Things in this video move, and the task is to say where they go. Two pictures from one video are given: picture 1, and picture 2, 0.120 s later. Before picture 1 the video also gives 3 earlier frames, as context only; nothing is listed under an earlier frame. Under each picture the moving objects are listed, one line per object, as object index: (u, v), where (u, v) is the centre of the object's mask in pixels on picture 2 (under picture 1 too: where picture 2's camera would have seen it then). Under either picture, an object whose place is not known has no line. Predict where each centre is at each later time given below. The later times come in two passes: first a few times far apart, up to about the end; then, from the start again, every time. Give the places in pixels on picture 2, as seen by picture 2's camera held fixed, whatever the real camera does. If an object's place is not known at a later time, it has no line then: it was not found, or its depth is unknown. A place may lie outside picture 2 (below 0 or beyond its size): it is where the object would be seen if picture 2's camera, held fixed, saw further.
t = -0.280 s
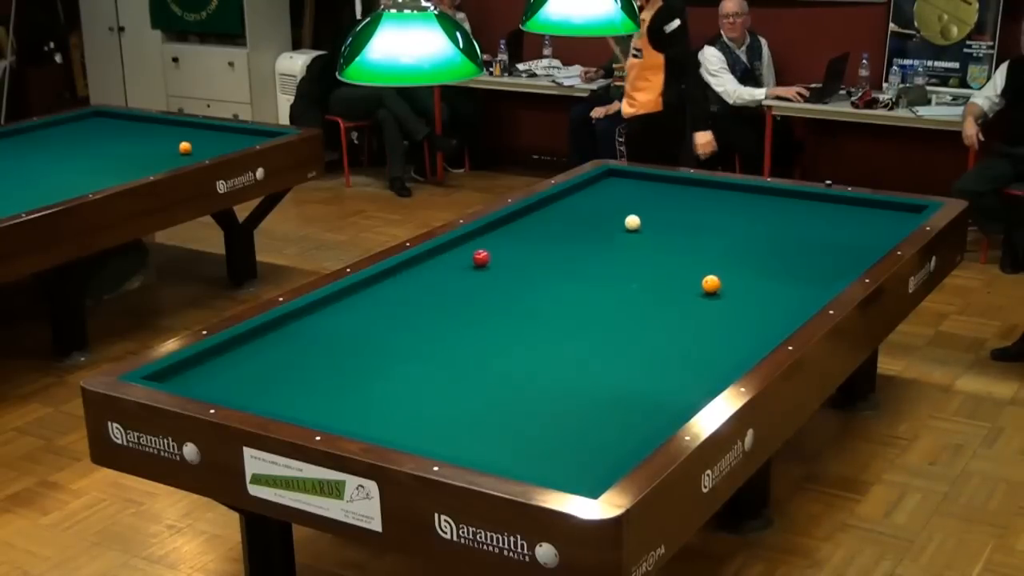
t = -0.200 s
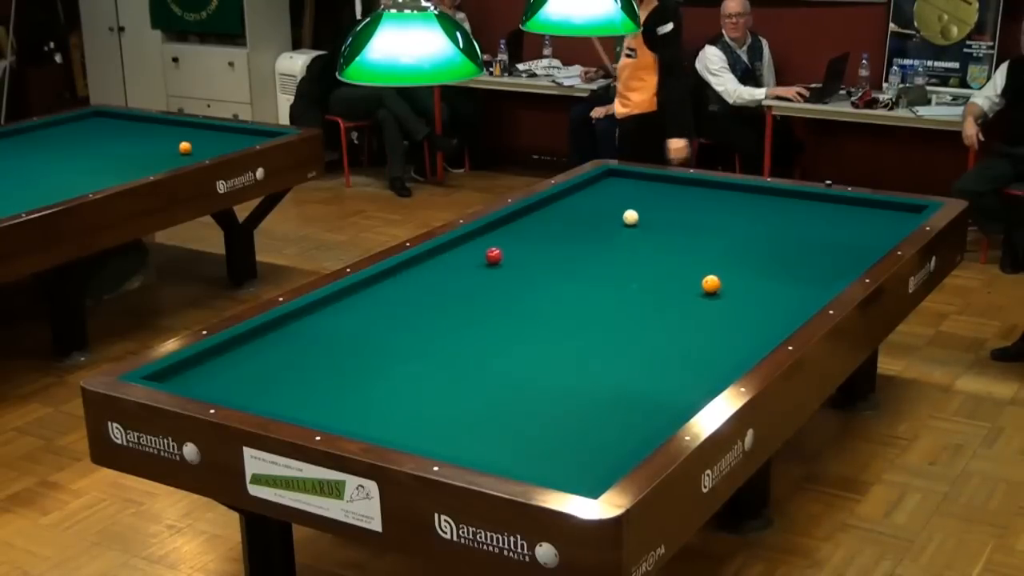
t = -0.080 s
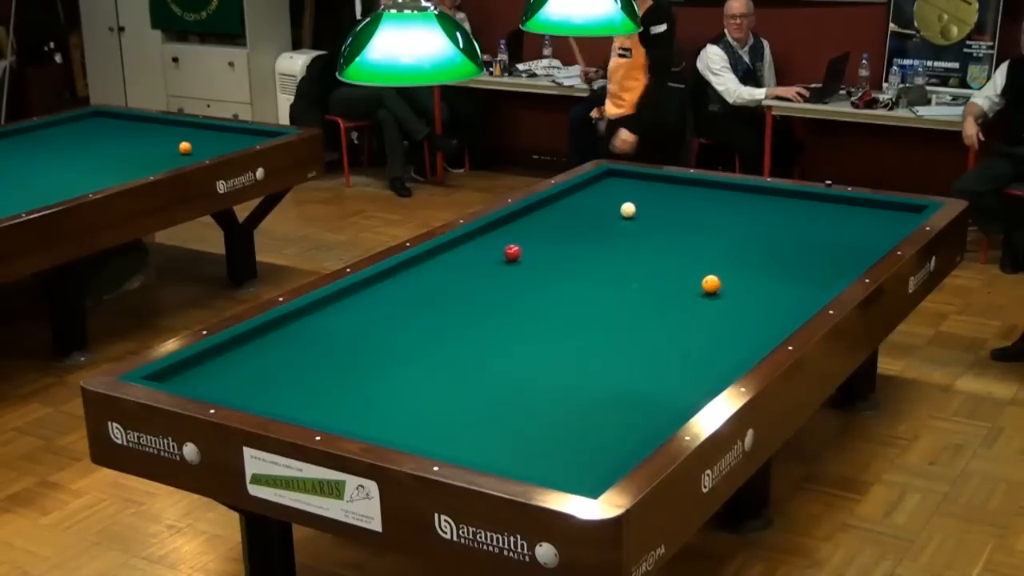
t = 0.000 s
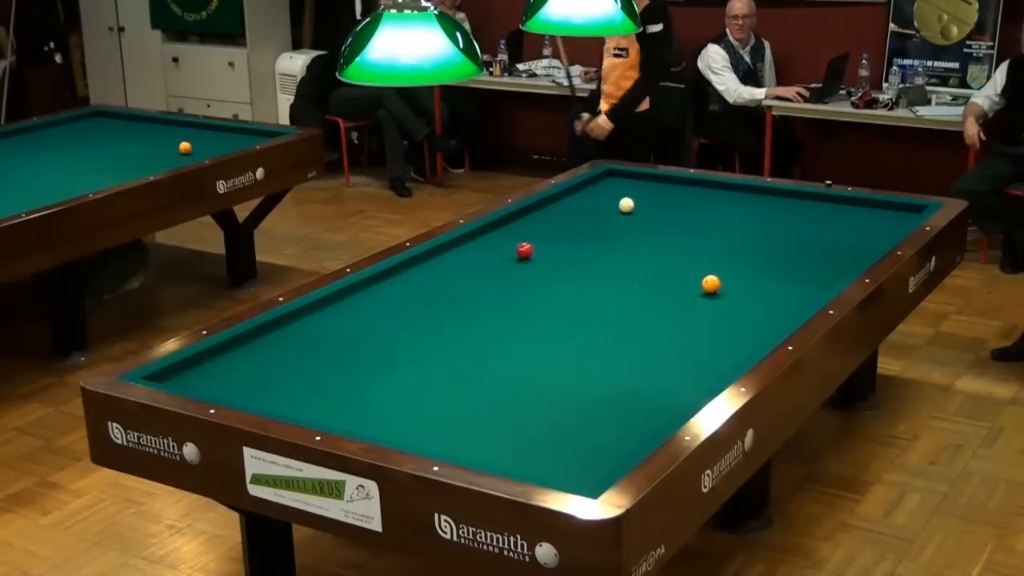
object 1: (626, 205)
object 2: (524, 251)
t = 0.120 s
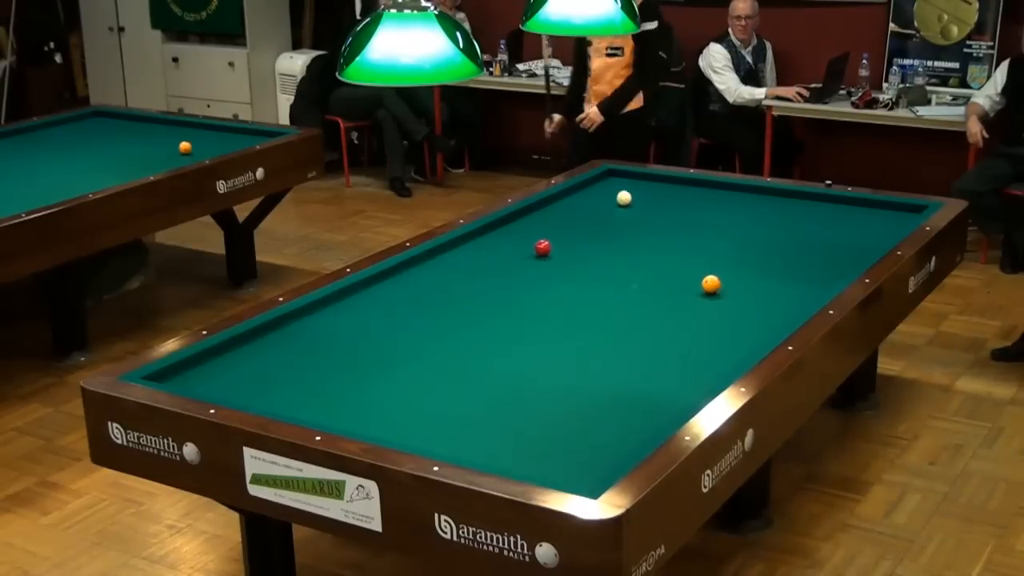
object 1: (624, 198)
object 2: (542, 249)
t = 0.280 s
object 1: (621, 190)
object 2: (566, 244)
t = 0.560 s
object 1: (616, 175)
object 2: (605, 238)
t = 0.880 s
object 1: (616, 179)
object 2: (647, 231)
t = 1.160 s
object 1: (621, 187)
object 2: (682, 225)
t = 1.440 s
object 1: (627, 195)
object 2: (716, 219)
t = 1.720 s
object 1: (633, 203)
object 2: (748, 214)
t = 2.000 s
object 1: (638, 211)
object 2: (778, 209)
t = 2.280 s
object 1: (644, 220)
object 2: (806, 204)
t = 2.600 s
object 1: (651, 229)
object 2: (837, 199)
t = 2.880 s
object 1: (657, 238)
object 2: (849, 204)
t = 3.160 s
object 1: (663, 246)
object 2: (861, 210)
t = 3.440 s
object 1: (669, 255)
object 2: (872, 215)
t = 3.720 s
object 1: (675, 264)
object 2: (883, 221)
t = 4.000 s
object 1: (681, 273)
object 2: (894, 226)
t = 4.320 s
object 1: (687, 283)
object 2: (885, 229)
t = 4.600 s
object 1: (694, 292)
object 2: (874, 231)
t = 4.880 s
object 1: (699, 301)
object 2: (863, 233)
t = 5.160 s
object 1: (705, 310)
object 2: (853, 234)
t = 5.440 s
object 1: (711, 319)
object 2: (843, 236)
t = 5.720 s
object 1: (716, 328)
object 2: (834, 237)
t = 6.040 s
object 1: (723, 338)
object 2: (825, 238)
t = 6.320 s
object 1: (728, 347)
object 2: (818, 239)
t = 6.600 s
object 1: (734, 355)
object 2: (812, 240)
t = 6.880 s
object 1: (728, 360)
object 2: (806, 241)
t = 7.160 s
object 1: (717, 364)
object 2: (802, 242)
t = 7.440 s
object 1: (706, 367)
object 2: (799, 242)
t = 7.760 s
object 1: (695, 370)
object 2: (795, 243)
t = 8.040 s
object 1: (686, 372)
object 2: (793, 243)
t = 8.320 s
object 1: (679, 374)
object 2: (792, 243)
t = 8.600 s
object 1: (672, 376)
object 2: (792, 244)
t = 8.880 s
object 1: (666, 378)
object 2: (792, 244)
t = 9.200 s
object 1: (661, 379)
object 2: (792, 244)
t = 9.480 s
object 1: (657, 380)
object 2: (792, 244)
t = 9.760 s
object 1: (654, 381)
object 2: (792, 244)
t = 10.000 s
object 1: (653, 381)
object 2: (792, 244)
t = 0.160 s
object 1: (623, 196)
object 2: (548, 248)
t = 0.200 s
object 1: (622, 194)
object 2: (554, 246)
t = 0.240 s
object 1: (621, 192)
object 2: (560, 245)
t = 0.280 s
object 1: (621, 190)
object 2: (566, 244)
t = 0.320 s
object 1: (620, 187)
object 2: (571, 243)
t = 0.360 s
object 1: (619, 185)
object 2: (577, 242)
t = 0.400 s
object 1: (618, 183)
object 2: (583, 241)
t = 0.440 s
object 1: (617, 181)
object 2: (588, 240)
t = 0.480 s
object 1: (617, 179)
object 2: (594, 240)
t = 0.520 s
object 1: (616, 177)
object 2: (599, 239)
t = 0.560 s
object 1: (616, 175)
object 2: (605, 238)
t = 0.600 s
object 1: (615, 173)
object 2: (610, 237)
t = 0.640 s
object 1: (613, 172)
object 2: (615, 236)
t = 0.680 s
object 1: (611, 173)
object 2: (621, 235)
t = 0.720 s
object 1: (612, 174)
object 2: (626, 234)
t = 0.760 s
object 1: (613, 175)
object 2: (631, 233)
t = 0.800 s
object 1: (614, 177)
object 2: (637, 232)
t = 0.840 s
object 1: (615, 178)
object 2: (642, 232)
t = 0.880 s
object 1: (616, 179)
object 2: (647, 231)
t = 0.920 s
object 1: (616, 180)
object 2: (652, 230)
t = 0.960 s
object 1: (617, 181)
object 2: (657, 229)
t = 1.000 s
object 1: (618, 182)
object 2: (662, 228)
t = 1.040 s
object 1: (619, 183)
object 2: (667, 227)
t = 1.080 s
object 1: (620, 184)
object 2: (672, 226)
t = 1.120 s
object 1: (620, 186)
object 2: (677, 226)
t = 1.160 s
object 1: (621, 187)
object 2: (682, 225)
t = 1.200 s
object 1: (622, 188)
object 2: (687, 224)
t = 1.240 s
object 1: (623, 189)
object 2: (692, 223)
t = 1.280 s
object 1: (623, 190)
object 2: (697, 222)
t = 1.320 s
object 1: (624, 191)
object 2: (702, 221)
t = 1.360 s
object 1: (625, 193)
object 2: (707, 221)
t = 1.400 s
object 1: (626, 194)
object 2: (711, 220)
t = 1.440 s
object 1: (627, 195)
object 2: (716, 219)
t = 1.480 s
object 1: (628, 196)
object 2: (720, 218)
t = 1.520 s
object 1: (629, 197)
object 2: (725, 218)
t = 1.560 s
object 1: (629, 198)
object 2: (730, 217)
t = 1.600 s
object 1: (630, 200)
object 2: (734, 216)
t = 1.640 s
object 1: (631, 201)
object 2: (739, 215)
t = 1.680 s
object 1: (632, 202)
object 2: (743, 215)
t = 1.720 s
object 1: (633, 203)
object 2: (748, 214)
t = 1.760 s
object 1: (633, 204)
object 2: (752, 213)
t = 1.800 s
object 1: (634, 205)
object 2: (756, 213)
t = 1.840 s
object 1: (635, 207)
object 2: (761, 212)
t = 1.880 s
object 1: (636, 208)
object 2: (765, 211)
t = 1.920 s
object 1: (636, 209)
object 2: (769, 210)
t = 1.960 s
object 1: (637, 210)
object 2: (774, 210)
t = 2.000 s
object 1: (638, 211)
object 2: (778, 209)
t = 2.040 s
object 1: (639, 213)
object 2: (782, 208)
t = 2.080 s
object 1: (640, 214)
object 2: (786, 208)
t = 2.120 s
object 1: (641, 215)
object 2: (790, 207)
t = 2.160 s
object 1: (642, 216)
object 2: (794, 206)
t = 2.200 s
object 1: (643, 217)
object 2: (798, 205)
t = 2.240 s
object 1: (643, 218)
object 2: (802, 205)
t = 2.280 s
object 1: (644, 220)
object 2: (806, 204)
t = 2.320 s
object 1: (645, 221)
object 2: (810, 203)
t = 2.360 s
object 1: (646, 222)
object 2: (814, 202)
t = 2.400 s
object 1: (647, 223)
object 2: (818, 202)
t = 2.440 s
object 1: (648, 224)
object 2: (822, 201)
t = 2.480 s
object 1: (648, 226)
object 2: (826, 201)
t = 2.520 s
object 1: (649, 227)
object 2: (830, 200)
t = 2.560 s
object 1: (650, 228)
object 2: (834, 199)
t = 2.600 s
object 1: (651, 229)
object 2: (837, 199)
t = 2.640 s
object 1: (652, 231)
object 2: (839, 200)
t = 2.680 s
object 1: (653, 232)
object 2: (841, 201)
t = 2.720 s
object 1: (653, 233)
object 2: (842, 201)
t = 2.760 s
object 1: (654, 234)
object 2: (844, 202)
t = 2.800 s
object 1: (655, 235)
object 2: (846, 202)
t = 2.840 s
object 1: (656, 237)
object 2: (847, 203)
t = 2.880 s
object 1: (657, 238)
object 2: (849, 204)
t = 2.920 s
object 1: (658, 239)
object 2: (851, 205)
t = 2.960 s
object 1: (658, 240)
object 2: (853, 206)
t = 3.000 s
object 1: (659, 241)
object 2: (855, 206)
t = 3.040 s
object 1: (660, 243)
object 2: (856, 207)
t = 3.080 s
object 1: (661, 244)
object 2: (857, 208)
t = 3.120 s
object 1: (662, 245)
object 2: (859, 209)
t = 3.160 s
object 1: (663, 246)
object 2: (861, 210)
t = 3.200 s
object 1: (664, 248)
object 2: (862, 210)
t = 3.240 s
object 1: (664, 249)
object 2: (864, 211)
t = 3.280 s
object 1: (665, 250)
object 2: (866, 212)
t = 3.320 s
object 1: (666, 251)
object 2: (867, 213)
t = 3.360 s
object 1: (667, 253)
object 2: (869, 214)
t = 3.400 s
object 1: (668, 254)
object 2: (870, 214)
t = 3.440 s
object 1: (669, 255)
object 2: (872, 215)
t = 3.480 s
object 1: (669, 256)
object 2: (874, 216)
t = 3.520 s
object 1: (670, 258)
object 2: (875, 217)
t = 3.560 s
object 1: (671, 259)
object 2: (877, 218)
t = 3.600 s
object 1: (672, 260)
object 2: (879, 218)
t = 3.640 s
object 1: (673, 261)
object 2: (880, 219)
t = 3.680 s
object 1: (674, 263)
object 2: (882, 220)
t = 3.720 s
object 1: (675, 264)
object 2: (883, 221)
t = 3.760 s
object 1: (676, 265)
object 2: (885, 221)
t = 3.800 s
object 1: (677, 267)
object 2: (887, 222)
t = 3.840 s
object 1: (677, 268)
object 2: (888, 223)
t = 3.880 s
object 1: (678, 269)
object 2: (890, 224)
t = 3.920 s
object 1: (679, 271)
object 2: (891, 225)
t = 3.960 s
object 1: (680, 272)
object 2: (893, 225)
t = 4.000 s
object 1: (681, 273)
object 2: (894, 226)
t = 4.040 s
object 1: (681, 274)
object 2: (895, 226)
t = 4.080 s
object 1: (682, 276)
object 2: (895, 227)
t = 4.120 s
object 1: (683, 277)
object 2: (894, 227)
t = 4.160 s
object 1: (684, 278)
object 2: (892, 228)
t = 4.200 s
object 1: (685, 279)
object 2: (890, 228)
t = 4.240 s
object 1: (686, 281)
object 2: (889, 229)
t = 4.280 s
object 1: (687, 282)
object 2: (887, 229)
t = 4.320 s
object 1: (687, 283)
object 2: (885, 229)
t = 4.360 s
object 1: (688, 285)
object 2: (884, 229)
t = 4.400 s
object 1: (689, 286)
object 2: (882, 230)
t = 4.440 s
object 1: (690, 287)
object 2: (880, 230)
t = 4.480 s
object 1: (691, 288)
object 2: (879, 230)
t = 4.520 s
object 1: (692, 290)
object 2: (877, 231)
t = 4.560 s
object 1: (693, 291)
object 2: (876, 231)
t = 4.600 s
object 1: (694, 292)
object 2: (874, 231)
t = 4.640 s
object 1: (694, 294)
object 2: (872, 231)
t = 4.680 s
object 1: (695, 295)
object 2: (871, 232)
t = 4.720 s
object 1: (696, 296)
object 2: (869, 232)
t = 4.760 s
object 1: (697, 297)
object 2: (868, 232)
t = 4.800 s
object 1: (697, 299)
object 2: (866, 232)
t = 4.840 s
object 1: (698, 300)
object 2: (864, 232)
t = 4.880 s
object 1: (699, 301)
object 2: (863, 233)
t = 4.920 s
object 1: (700, 303)
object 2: (861, 233)
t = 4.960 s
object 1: (701, 304)
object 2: (860, 233)
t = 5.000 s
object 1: (702, 305)
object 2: (858, 233)
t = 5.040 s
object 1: (703, 306)
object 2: (857, 233)
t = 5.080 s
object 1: (703, 307)
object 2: (855, 234)
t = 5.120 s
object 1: (704, 309)
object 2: (854, 234)
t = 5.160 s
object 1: (705, 310)
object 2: (853, 234)
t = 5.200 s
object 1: (706, 312)
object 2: (851, 234)
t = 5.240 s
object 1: (707, 313)
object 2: (850, 234)
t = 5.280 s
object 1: (708, 314)
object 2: (848, 235)
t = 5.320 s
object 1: (708, 316)
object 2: (847, 235)
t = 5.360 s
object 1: (709, 317)
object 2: (846, 235)
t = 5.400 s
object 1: (710, 318)
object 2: (844, 235)
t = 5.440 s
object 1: (711, 319)
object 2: (843, 236)
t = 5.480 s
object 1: (711, 320)
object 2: (842, 236)
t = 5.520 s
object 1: (712, 322)
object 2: (840, 236)
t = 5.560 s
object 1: (713, 323)
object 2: (839, 236)
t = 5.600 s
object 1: (714, 324)
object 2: (838, 236)
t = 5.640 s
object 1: (715, 325)
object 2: (836, 237)
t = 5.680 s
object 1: (715, 327)
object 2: (835, 237)
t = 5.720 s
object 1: (716, 328)
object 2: (834, 237)
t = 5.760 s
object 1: (717, 329)
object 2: (833, 237)
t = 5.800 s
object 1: (718, 331)
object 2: (832, 237)
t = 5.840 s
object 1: (719, 332)
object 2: (831, 238)
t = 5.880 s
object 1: (719, 333)
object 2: (830, 238)
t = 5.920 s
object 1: (720, 334)
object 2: (829, 238)
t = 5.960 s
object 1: (721, 336)
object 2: (828, 238)
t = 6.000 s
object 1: (722, 337)
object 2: (826, 238)
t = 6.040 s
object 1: (723, 338)
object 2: (825, 238)
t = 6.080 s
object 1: (724, 339)
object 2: (824, 239)
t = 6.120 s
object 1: (724, 340)
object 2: (823, 239)
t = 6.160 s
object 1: (725, 342)
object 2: (822, 239)
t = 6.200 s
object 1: (726, 343)
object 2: (821, 239)
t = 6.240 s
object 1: (727, 344)
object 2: (820, 239)
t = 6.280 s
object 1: (728, 345)
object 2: (819, 239)
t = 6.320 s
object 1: (728, 347)
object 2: (818, 239)
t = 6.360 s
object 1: (729, 348)
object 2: (817, 240)
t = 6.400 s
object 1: (730, 349)
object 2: (816, 240)
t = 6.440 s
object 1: (731, 350)
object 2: (815, 240)
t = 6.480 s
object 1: (731, 351)
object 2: (814, 240)
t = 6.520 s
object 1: (732, 352)
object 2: (813, 240)
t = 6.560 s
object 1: (733, 354)
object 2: (812, 240)
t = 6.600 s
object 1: (734, 355)
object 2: (812, 240)
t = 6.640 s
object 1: (734, 356)
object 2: (811, 240)
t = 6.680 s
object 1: (735, 356)
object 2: (810, 240)
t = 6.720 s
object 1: (734, 357)
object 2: (809, 240)
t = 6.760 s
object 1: (733, 358)
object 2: (809, 240)
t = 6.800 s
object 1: (731, 358)
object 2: (808, 241)
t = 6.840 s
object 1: (729, 359)
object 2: (807, 241)
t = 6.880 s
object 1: (728, 360)
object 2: (806, 241)
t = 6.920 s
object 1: (726, 360)
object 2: (806, 241)
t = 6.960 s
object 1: (725, 361)
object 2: (805, 241)
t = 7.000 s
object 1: (723, 362)
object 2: (804, 241)
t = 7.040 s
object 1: (722, 362)
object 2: (804, 241)
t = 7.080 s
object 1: (720, 363)
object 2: (803, 241)
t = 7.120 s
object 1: (718, 363)
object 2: (802, 242)
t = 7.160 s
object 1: (717, 364)
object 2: (802, 242)
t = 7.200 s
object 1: (715, 365)
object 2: (801, 242)
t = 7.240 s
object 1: (714, 365)
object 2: (801, 242)
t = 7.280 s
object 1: (712, 365)
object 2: (800, 242)
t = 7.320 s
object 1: (711, 365)
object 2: (800, 242)
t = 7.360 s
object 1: (709, 366)
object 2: (799, 242)
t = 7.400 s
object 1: (708, 366)
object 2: (799, 242)
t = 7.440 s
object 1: (706, 367)
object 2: (799, 242)
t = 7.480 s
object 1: (705, 367)
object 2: (798, 242)
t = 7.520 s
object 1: (703, 367)
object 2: (798, 242)
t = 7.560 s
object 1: (702, 368)
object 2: (797, 242)
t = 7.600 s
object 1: (701, 368)
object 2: (797, 242)
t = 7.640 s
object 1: (699, 369)
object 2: (796, 242)
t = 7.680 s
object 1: (698, 369)
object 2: (796, 243)
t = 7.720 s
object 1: (697, 369)
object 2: (796, 243)
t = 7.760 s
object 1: (695, 370)
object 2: (795, 243)
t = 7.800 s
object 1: (694, 370)
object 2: (795, 243)
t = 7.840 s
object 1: (692, 370)
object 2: (795, 243)
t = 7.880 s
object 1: (691, 371)
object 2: (794, 243)
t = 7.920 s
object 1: (690, 371)
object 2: (794, 243)
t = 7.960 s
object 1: (689, 372)
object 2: (794, 243)
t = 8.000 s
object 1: (688, 372)
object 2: (794, 243)
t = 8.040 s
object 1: (686, 372)
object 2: (793, 243)
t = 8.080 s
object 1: (685, 372)
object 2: (793, 243)
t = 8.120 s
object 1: (684, 373)
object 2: (793, 243)
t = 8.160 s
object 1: (683, 373)
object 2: (793, 243)
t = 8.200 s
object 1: (682, 373)
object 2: (793, 243)
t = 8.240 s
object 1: (681, 374)
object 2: (793, 243)
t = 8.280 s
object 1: (679, 374)
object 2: (793, 243)
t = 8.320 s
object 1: (679, 374)
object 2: (792, 243)
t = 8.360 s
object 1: (678, 375)
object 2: (792, 244)
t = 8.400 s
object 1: (676, 375)
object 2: (792, 244)
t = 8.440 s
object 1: (676, 375)
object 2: (792, 244)
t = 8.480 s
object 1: (675, 375)
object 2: (792, 244)
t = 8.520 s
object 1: (674, 376)
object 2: (792, 244)
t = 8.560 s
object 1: (673, 376)
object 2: (792, 244)
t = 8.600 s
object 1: (672, 376)
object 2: (792, 244)
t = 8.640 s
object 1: (671, 376)
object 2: (792, 244)
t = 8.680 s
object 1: (670, 376)
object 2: (792, 244)
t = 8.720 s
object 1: (669, 377)
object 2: (792, 244)
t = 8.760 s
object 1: (668, 377)
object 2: (792, 244)
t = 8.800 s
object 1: (668, 377)
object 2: (792, 244)
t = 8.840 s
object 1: (667, 377)
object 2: (792, 244)
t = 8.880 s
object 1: (666, 378)
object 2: (792, 244)
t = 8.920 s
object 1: (665, 378)
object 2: (792, 244)
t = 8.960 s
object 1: (665, 378)
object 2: (792, 244)
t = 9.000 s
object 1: (664, 378)
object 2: (792, 244)
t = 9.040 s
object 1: (663, 378)
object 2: (792, 244)
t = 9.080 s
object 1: (663, 379)
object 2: (792, 244)
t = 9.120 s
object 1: (662, 379)
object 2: (792, 244)
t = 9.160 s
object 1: (661, 379)
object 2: (792, 244)
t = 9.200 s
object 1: (661, 379)
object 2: (792, 244)
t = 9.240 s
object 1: (660, 379)
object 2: (792, 244)
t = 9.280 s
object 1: (659, 379)
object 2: (792, 244)
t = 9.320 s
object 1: (659, 380)
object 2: (792, 244)
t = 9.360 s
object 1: (658, 380)
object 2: (792, 244)
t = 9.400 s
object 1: (658, 380)
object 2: (792, 244)
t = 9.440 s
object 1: (657, 380)
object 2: (792, 244)
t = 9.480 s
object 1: (657, 380)
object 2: (792, 244)
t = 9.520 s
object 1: (656, 380)
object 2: (792, 244)
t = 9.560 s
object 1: (656, 380)
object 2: (792, 244)
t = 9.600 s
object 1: (655, 380)
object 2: (792, 244)
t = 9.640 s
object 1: (655, 381)
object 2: (792, 244)
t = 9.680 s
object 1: (655, 381)
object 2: (792, 244)
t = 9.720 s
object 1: (654, 381)
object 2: (792, 244)
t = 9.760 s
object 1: (654, 381)
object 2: (792, 244)
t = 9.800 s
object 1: (654, 381)
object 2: (792, 244)
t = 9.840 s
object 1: (653, 381)
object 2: (792, 244)
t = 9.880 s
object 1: (653, 381)
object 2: (792, 244)
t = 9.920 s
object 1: (653, 381)
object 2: (792, 244)
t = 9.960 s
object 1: (653, 381)
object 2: (792, 244)
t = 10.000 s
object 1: (653, 381)
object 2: (792, 244)
